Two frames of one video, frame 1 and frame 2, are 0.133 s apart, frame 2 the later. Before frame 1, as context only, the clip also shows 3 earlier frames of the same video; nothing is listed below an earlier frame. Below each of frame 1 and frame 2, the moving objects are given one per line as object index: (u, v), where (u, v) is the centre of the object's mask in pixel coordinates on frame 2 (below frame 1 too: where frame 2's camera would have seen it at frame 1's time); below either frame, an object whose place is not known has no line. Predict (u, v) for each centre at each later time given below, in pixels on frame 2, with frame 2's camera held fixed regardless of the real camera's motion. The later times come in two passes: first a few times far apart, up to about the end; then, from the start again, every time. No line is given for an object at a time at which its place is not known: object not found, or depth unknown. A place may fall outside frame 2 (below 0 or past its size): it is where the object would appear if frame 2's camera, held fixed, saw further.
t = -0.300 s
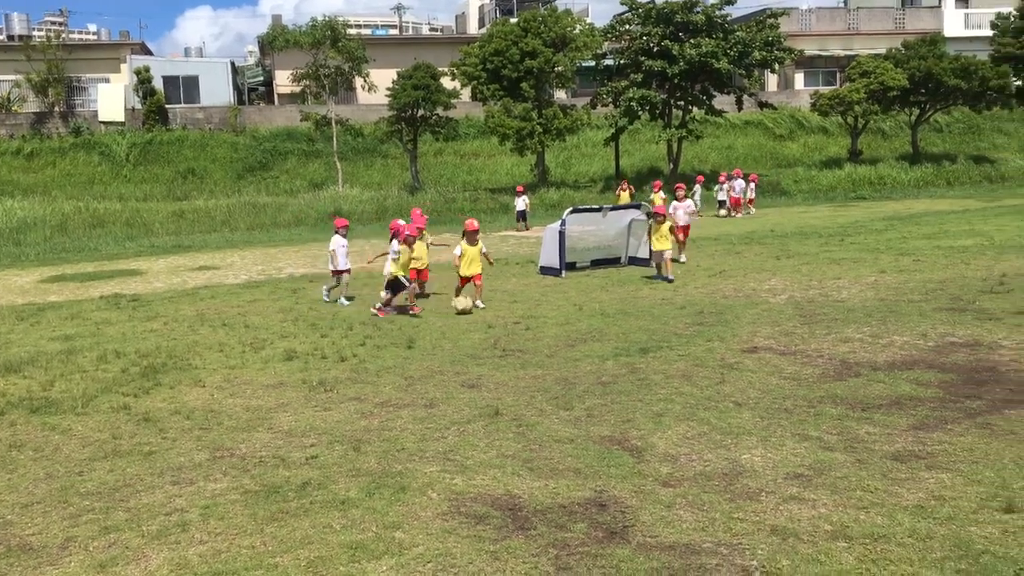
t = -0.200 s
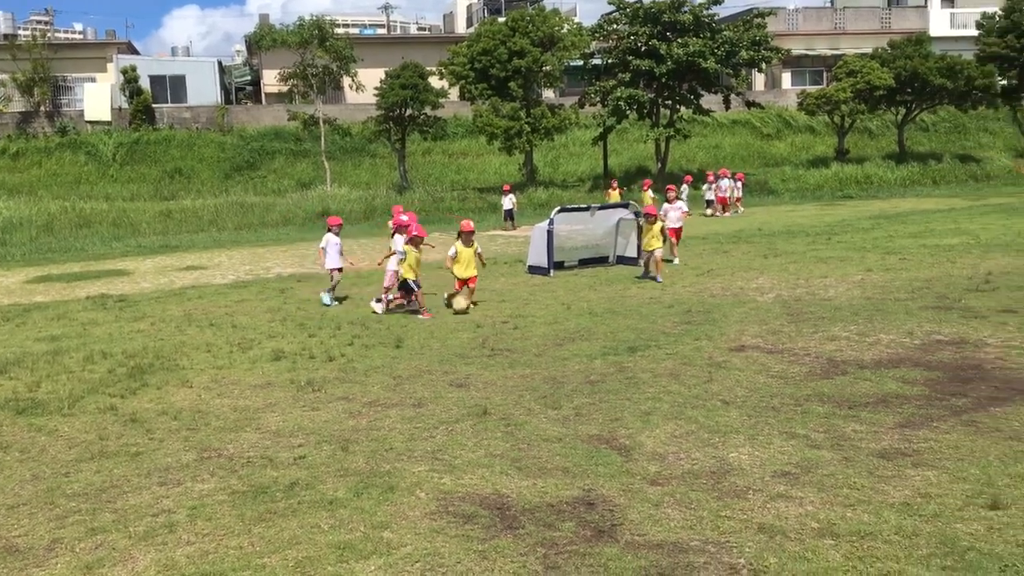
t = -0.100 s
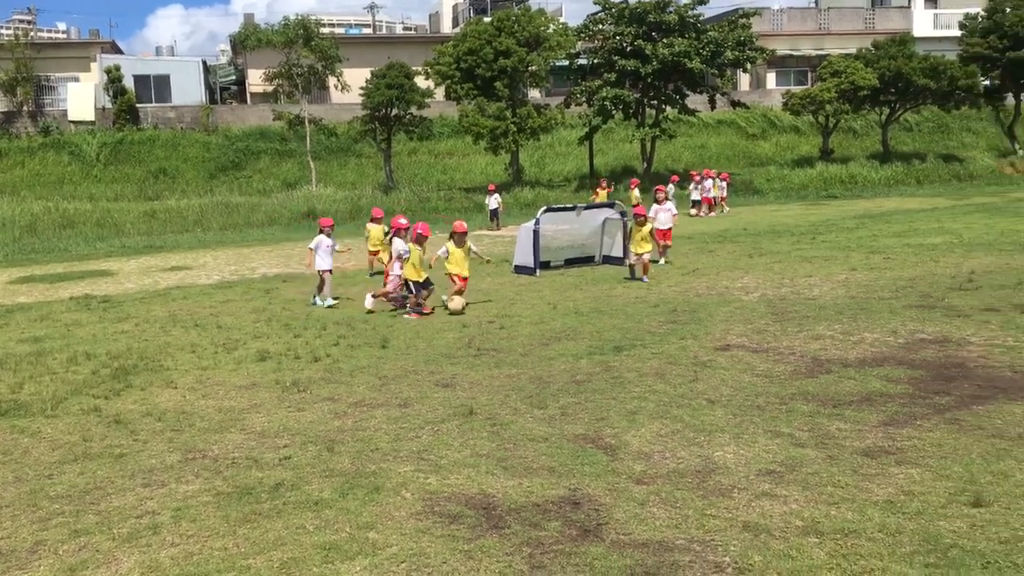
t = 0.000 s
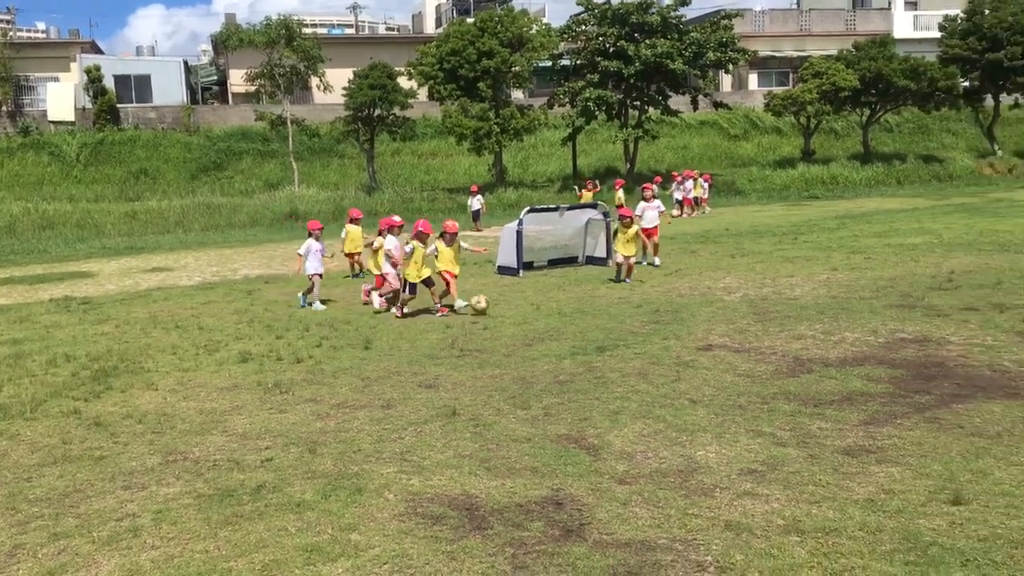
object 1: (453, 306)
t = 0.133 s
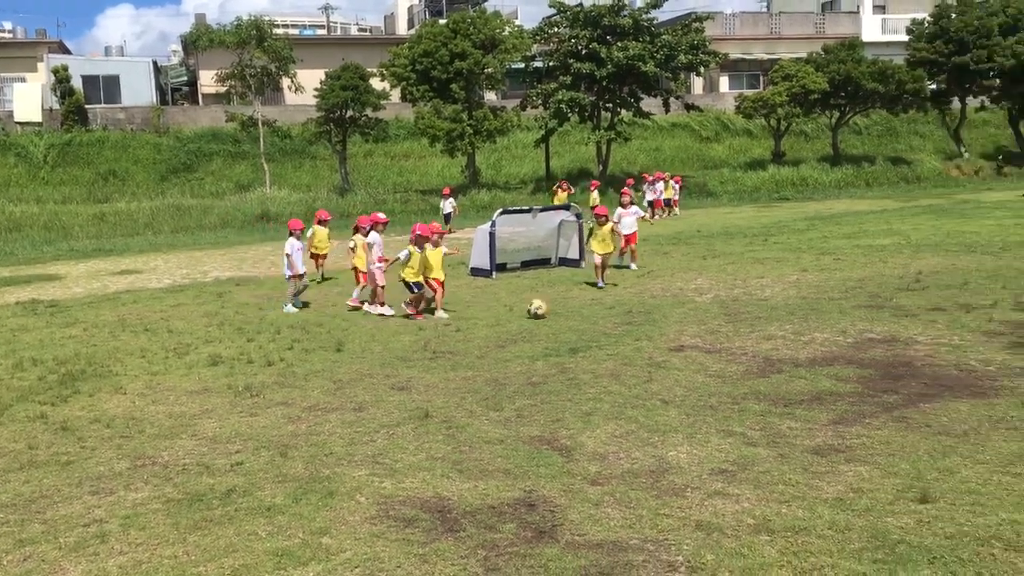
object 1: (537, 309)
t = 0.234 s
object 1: (594, 308)
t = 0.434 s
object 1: (698, 309)
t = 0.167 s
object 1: (556, 309)
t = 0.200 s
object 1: (575, 308)
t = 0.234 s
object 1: (594, 308)
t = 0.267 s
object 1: (613, 310)
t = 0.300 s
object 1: (630, 309)
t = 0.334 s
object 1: (647, 307)
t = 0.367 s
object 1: (664, 307)
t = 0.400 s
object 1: (681, 308)
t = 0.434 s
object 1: (698, 309)
